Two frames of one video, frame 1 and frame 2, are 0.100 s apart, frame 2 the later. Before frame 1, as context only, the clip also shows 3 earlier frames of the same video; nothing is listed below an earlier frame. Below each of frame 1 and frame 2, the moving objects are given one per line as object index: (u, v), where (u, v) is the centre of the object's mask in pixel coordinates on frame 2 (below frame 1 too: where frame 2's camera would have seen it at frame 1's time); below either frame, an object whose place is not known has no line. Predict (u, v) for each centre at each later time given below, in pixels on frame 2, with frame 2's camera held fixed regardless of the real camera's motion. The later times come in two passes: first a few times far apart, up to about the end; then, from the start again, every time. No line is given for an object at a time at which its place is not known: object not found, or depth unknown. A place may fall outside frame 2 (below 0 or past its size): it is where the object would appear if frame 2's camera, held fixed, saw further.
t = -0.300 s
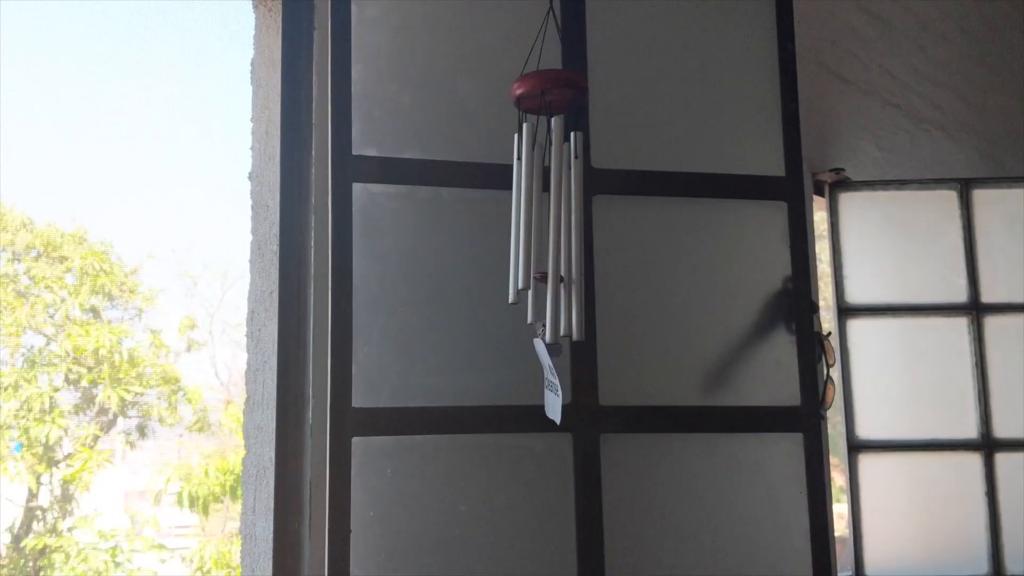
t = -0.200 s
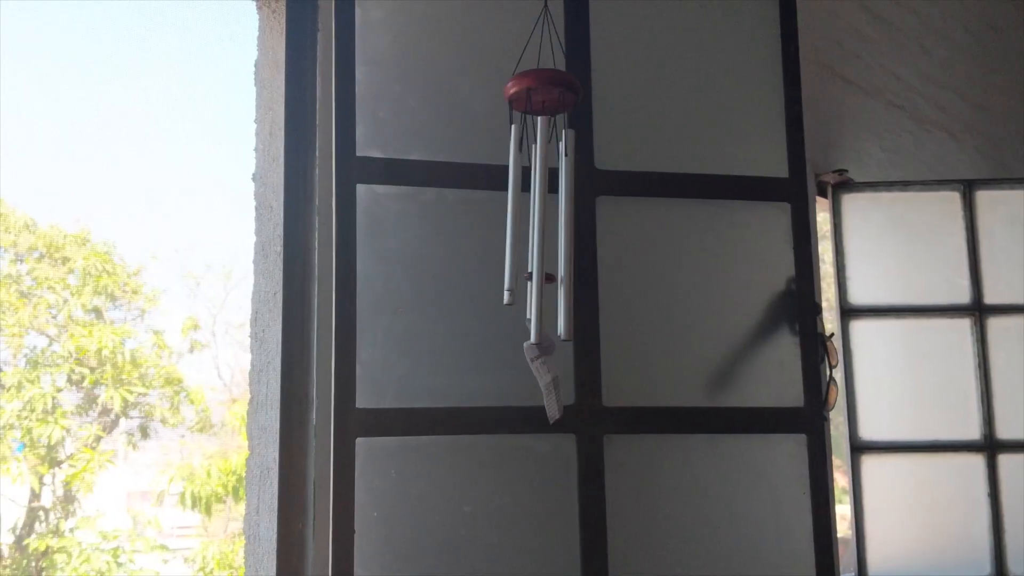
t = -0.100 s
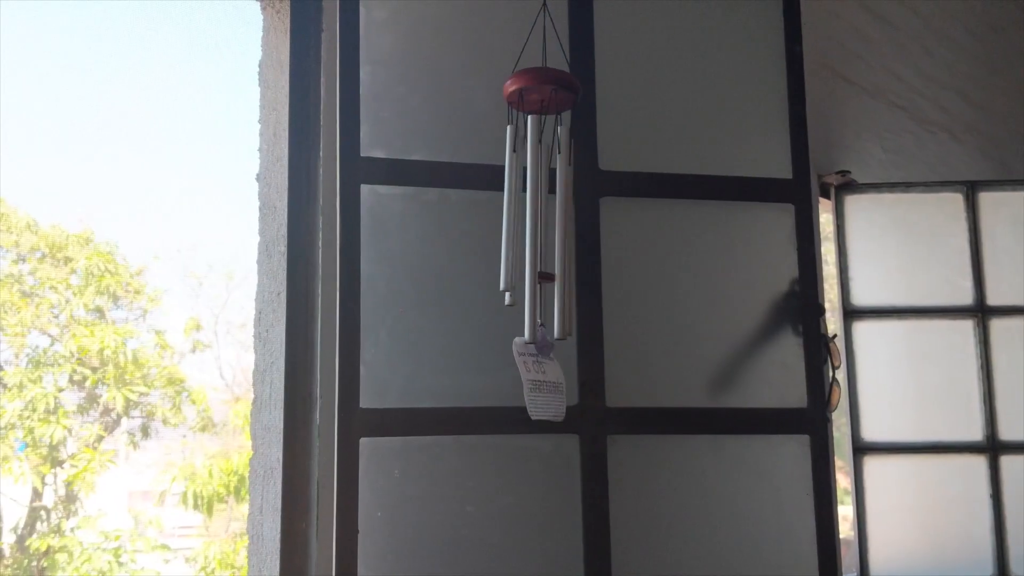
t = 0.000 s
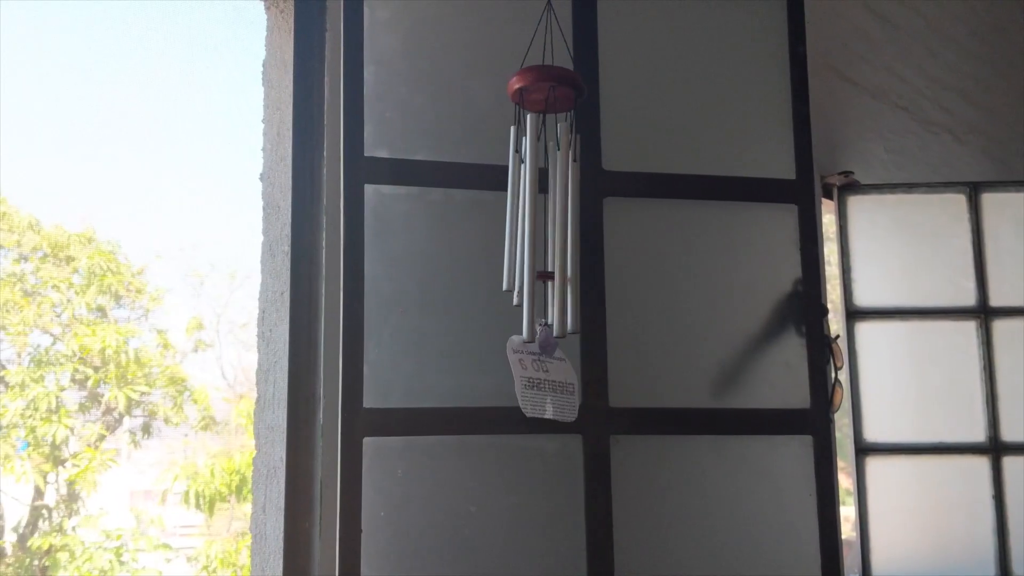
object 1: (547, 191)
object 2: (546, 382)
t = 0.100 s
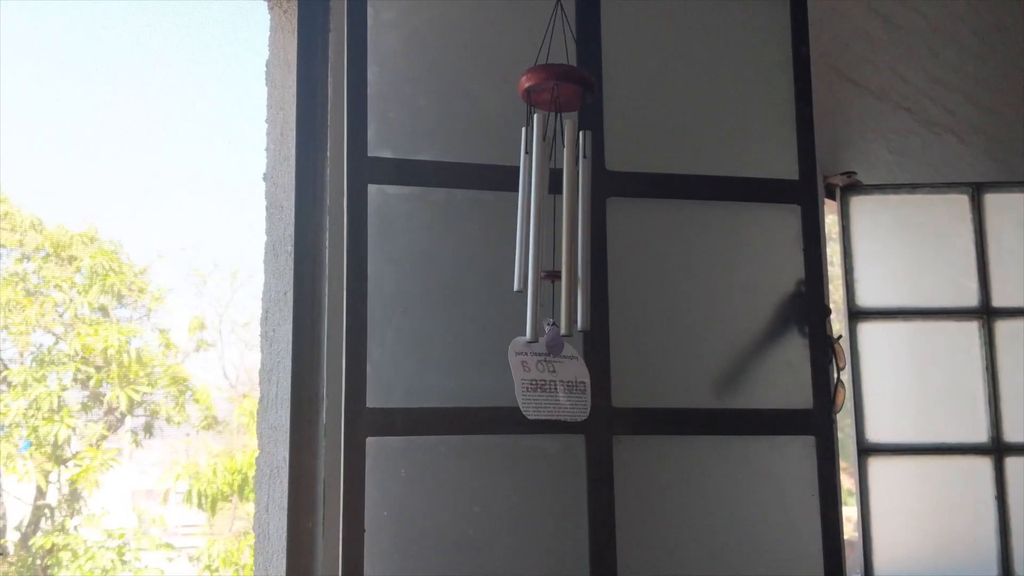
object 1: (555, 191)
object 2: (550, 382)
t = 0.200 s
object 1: (568, 196)
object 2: (558, 382)
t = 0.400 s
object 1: (605, 192)
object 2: (602, 383)
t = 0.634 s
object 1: (648, 183)
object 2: (662, 380)
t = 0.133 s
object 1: (558, 192)
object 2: (552, 382)
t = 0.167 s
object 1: (563, 195)
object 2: (554, 382)
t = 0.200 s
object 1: (568, 196)
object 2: (558, 382)
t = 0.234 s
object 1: (573, 195)
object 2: (563, 383)
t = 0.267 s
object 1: (577, 191)
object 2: (570, 383)
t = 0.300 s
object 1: (583, 193)
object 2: (578, 383)
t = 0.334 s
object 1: (591, 195)
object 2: (586, 383)
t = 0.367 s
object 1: (598, 194)
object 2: (594, 383)
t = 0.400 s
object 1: (605, 192)
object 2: (602, 383)
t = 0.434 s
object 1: (612, 192)
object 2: (610, 383)
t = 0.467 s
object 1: (619, 187)
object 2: (619, 383)
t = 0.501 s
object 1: (625, 188)
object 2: (627, 383)
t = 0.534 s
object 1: (632, 188)
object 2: (636, 383)
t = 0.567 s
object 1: (638, 187)
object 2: (644, 382)
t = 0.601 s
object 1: (643, 183)
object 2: (653, 380)
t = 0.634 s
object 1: (648, 183)
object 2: (662, 380)
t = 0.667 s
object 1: (653, 182)
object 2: (670, 380)
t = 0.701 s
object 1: (657, 182)
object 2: (678, 380)
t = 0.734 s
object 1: (661, 179)
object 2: (685, 379)
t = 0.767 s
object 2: (690, 379)
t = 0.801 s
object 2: (694, 378)
